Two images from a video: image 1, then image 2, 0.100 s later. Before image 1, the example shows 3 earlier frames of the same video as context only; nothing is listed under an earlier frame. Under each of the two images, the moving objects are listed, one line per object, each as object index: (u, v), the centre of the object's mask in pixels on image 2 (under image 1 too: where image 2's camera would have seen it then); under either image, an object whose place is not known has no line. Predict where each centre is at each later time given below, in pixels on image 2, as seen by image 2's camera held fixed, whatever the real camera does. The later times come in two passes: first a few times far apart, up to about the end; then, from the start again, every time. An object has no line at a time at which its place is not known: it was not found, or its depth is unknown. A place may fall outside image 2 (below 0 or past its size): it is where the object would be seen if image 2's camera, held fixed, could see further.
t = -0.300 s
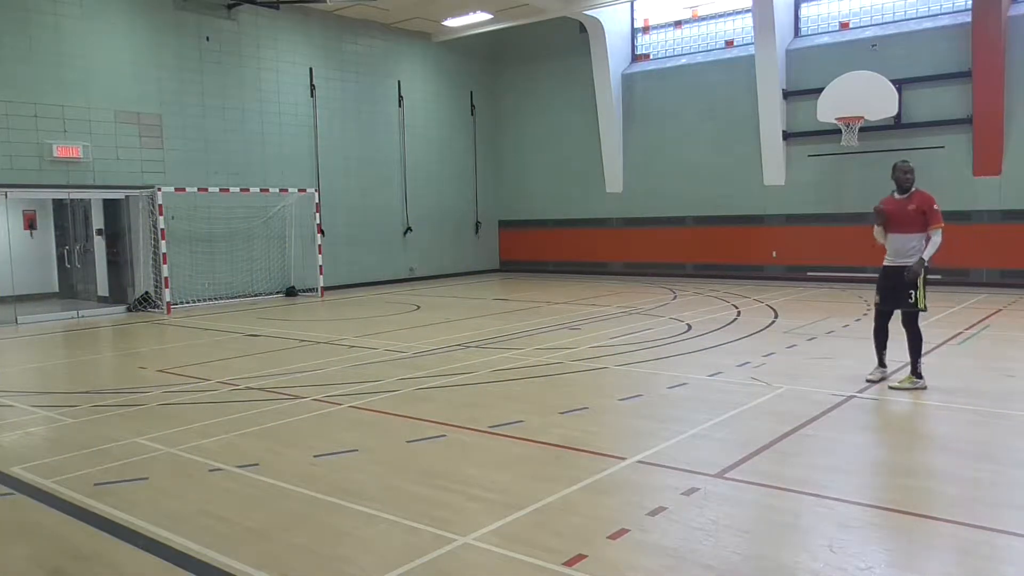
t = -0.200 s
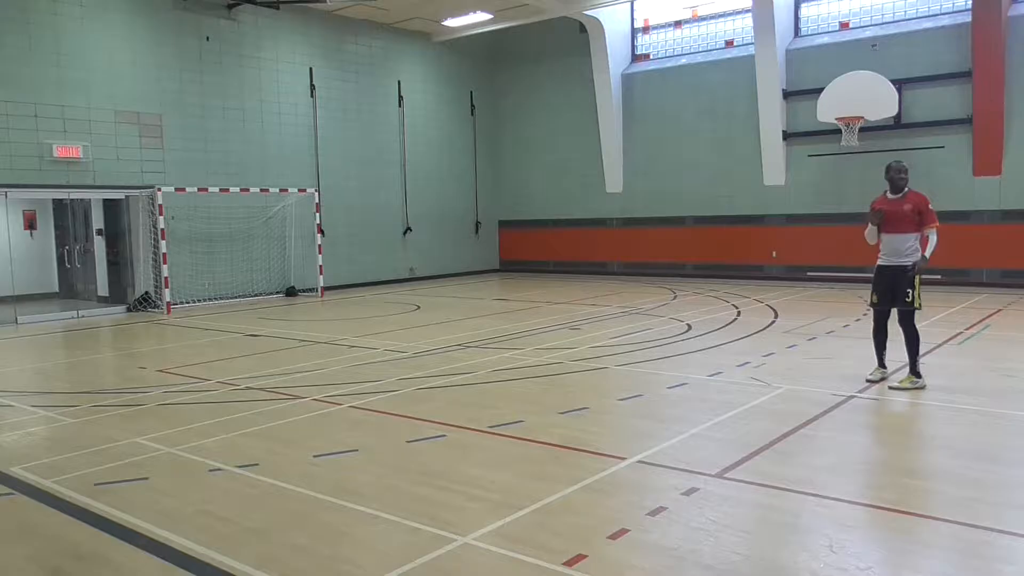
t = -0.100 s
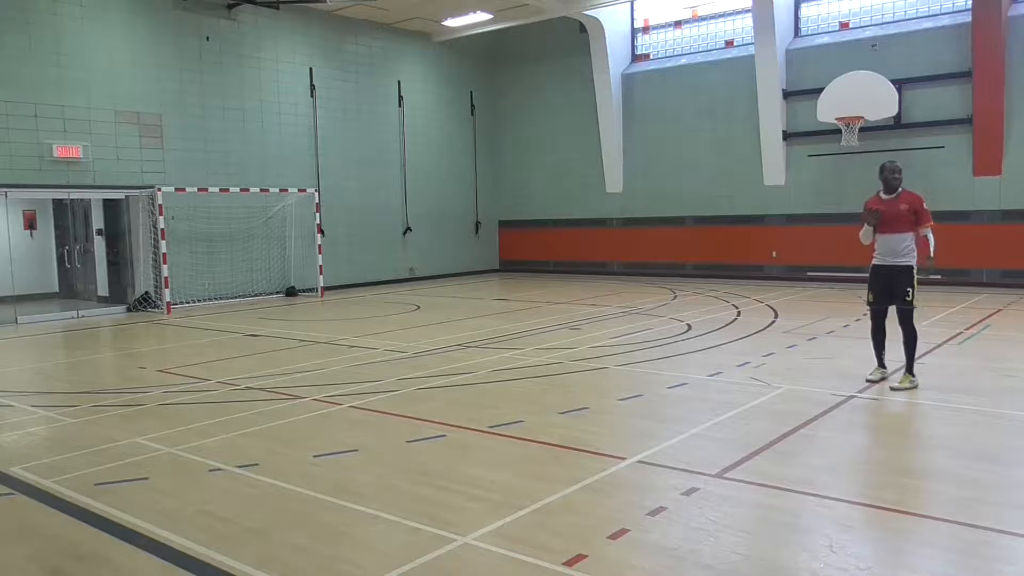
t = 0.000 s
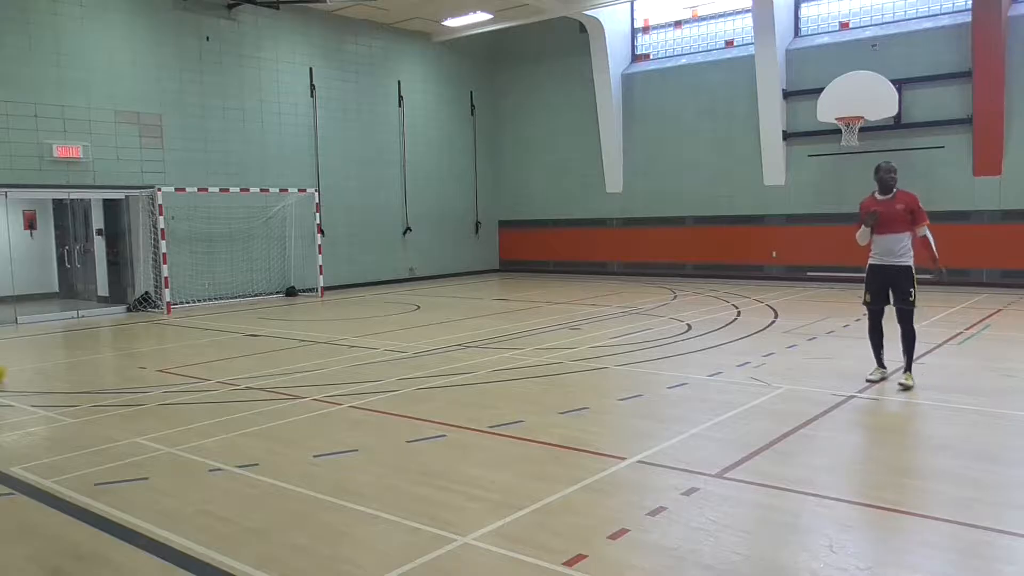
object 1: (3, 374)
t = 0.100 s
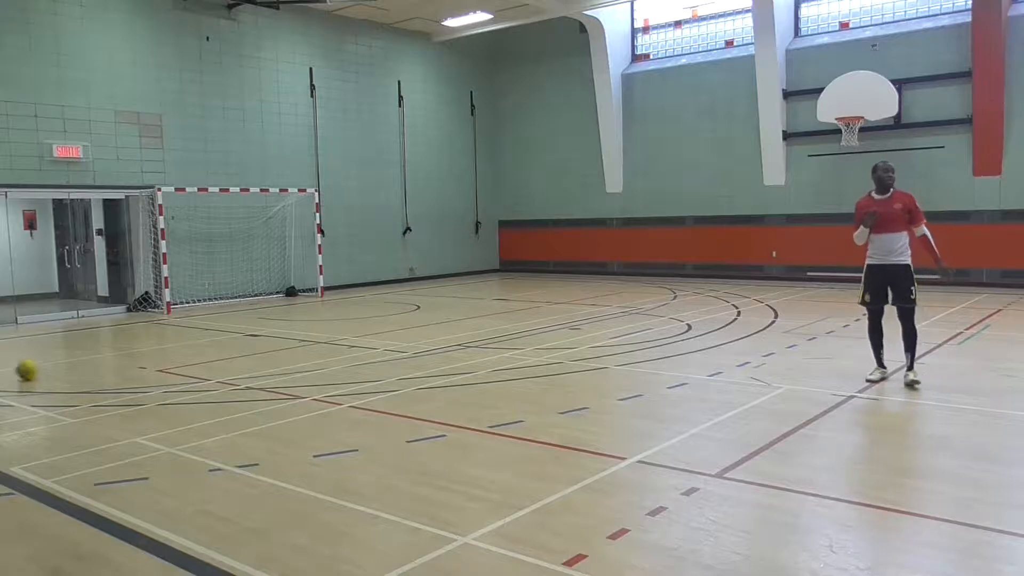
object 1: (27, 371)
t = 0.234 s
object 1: (67, 369)
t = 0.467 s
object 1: (137, 368)
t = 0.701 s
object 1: (204, 366)
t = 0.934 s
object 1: (270, 365)
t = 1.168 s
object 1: (335, 362)
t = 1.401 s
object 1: (400, 360)
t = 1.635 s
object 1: (463, 359)
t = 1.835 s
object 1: (517, 357)
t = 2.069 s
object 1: (579, 355)
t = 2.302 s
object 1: (641, 355)
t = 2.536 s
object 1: (702, 353)
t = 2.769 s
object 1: (761, 353)
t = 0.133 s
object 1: (37, 370)
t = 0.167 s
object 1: (48, 370)
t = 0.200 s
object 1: (57, 370)
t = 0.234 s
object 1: (67, 369)
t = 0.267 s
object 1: (77, 369)
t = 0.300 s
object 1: (87, 369)
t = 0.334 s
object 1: (98, 369)
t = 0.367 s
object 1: (108, 369)
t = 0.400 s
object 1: (117, 368)
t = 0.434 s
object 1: (126, 368)
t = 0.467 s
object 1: (137, 368)
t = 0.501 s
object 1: (147, 368)
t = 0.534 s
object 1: (157, 367)
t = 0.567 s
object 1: (166, 367)
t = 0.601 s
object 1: (176, 367)
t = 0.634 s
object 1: (185, 366)
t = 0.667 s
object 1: (194, 367)
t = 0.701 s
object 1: (204, 366)
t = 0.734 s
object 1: (213, 365)
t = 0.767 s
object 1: (223, 365)
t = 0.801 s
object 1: (232, 365)
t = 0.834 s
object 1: (243, 364)
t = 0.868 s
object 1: (251, 365)
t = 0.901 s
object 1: (261, 364)
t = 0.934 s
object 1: (270, 365)
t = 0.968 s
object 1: (279, 364)
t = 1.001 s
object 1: (289, 363)
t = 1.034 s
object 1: (298, 362)
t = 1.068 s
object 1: (308, 363)
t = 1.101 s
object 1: (317, 363)
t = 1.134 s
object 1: (326, 363)
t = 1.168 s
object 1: (335, 362)
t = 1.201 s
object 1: (345, 362)
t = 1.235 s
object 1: (355, 361)
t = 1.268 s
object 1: (364, 361)
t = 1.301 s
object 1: (373, 361)
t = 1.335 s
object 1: (382, 361)
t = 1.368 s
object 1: (391, 360)
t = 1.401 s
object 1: (400, 360)
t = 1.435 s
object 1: (409, 360)
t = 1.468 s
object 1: (418, 360)
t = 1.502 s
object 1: (427, 360)
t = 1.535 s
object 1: (437, 359)
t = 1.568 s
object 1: (446, 359)
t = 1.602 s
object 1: (455, 359)
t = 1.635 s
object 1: (463, 359)
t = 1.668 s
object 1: (473, 359)
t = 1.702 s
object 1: (481, 359)
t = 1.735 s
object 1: (490, 358)
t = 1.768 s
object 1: (499, 358)
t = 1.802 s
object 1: (509, 357)
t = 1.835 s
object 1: (517, 357)
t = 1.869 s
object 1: (527, 357)
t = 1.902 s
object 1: (535, 356)
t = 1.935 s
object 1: (544, 356)
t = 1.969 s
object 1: (553, 356)
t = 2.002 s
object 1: (561, 356)
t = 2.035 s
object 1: (571, 356)
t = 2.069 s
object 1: (579, 355)
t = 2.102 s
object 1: (588, 355)
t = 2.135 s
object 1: (597, 355)
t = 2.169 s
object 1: (605, 354)
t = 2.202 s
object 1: (615, 355)
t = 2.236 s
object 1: (623, 354)
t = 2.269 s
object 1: (632, 354)
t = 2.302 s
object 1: (641, 355)
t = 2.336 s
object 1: (650, 354)
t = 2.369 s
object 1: (658, 354)
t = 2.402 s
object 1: (667, 354)
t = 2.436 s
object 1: (676, 354)
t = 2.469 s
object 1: (685, 353)
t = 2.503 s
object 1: (693, 354)
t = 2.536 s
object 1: (702, 353)
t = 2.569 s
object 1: (711, 353)
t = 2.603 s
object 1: (719, 353)
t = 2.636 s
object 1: (728, 353)
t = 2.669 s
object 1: (736, 353)
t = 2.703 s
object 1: (744, 353)
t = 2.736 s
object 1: (752, 352)
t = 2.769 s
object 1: (761, 353)
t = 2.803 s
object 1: (770, 352)
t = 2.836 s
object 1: (778, 352)
